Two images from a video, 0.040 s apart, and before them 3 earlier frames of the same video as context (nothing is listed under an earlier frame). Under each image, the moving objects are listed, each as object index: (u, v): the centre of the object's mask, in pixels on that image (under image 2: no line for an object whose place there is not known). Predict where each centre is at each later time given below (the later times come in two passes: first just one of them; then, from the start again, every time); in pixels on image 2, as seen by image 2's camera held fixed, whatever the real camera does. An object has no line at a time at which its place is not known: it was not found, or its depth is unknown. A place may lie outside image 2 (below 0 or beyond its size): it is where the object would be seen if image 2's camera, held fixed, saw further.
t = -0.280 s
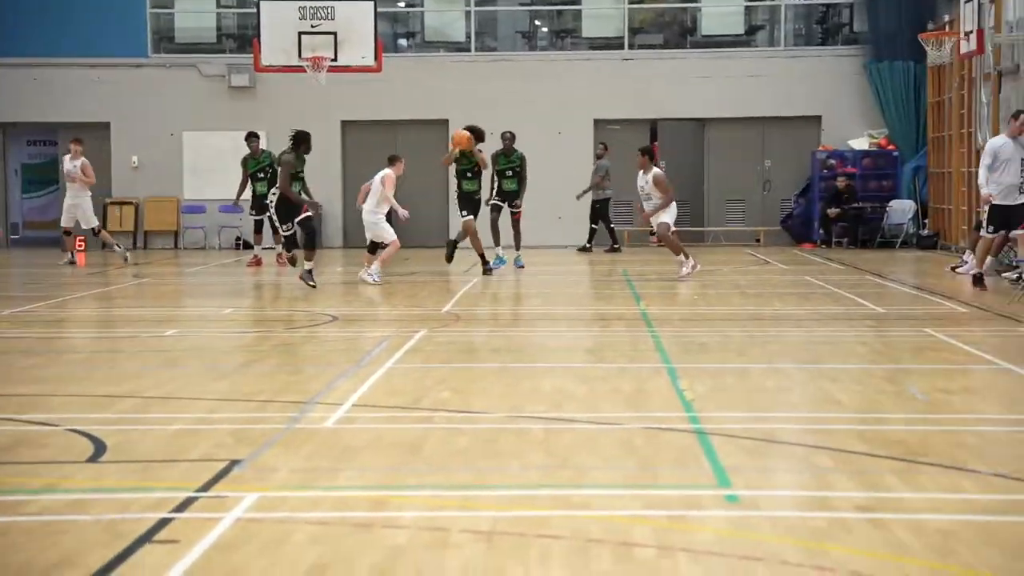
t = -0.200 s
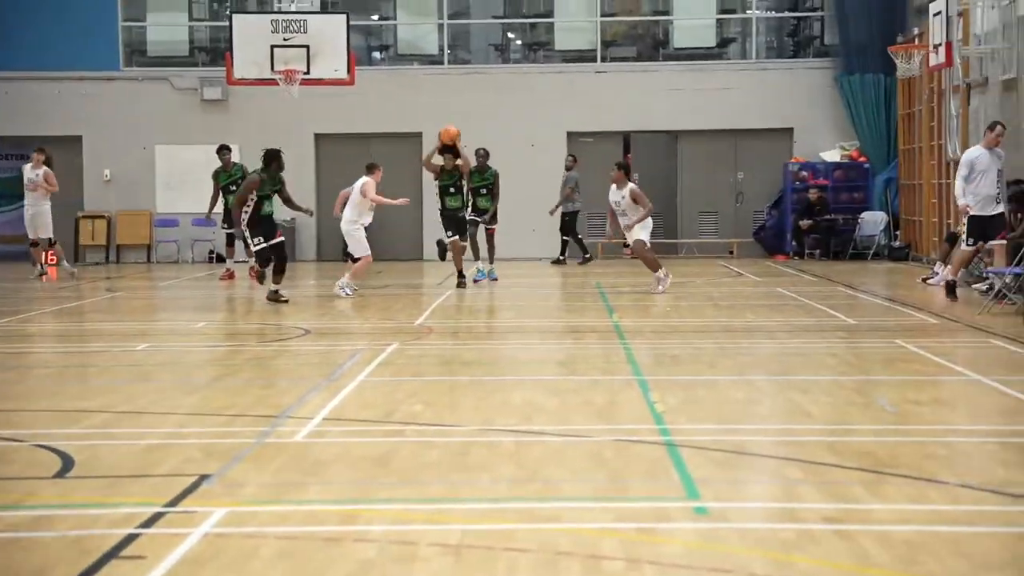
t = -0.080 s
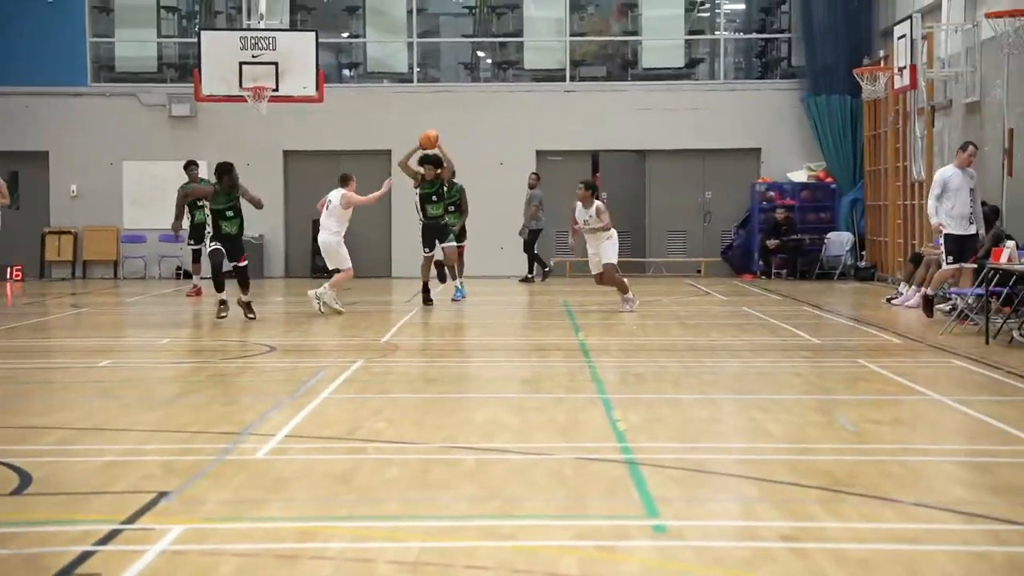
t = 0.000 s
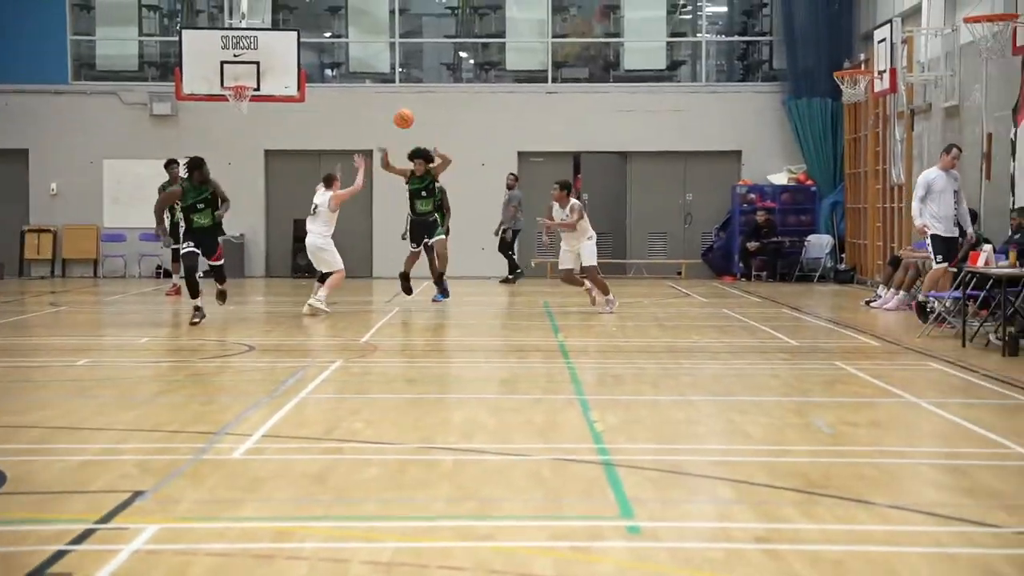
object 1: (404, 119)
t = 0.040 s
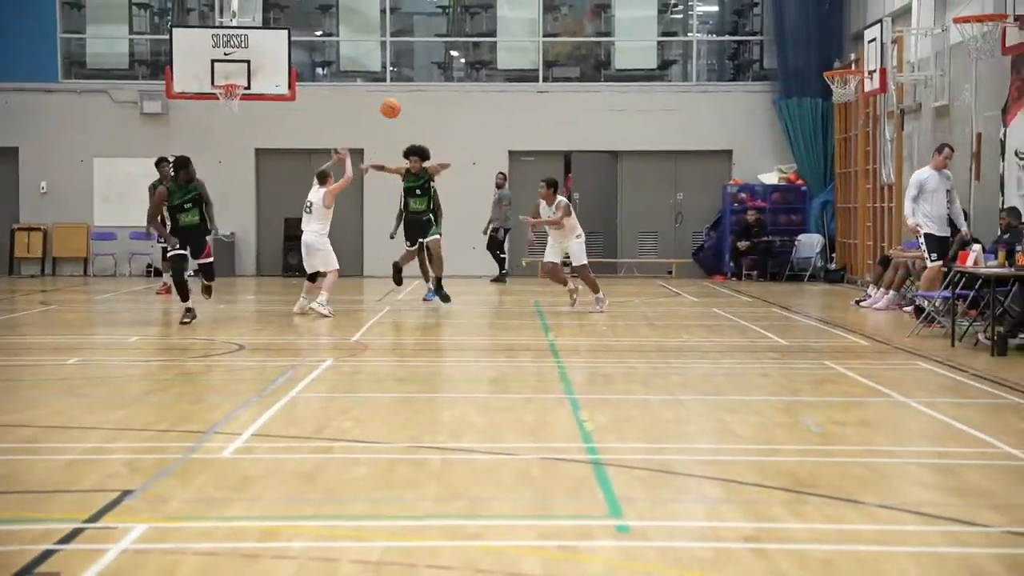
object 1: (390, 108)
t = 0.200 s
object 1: (367, 87)
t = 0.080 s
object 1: (384, 103)
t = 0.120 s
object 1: (378, 96)
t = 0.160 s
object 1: (372, 90)
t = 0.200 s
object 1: (367, 87)
